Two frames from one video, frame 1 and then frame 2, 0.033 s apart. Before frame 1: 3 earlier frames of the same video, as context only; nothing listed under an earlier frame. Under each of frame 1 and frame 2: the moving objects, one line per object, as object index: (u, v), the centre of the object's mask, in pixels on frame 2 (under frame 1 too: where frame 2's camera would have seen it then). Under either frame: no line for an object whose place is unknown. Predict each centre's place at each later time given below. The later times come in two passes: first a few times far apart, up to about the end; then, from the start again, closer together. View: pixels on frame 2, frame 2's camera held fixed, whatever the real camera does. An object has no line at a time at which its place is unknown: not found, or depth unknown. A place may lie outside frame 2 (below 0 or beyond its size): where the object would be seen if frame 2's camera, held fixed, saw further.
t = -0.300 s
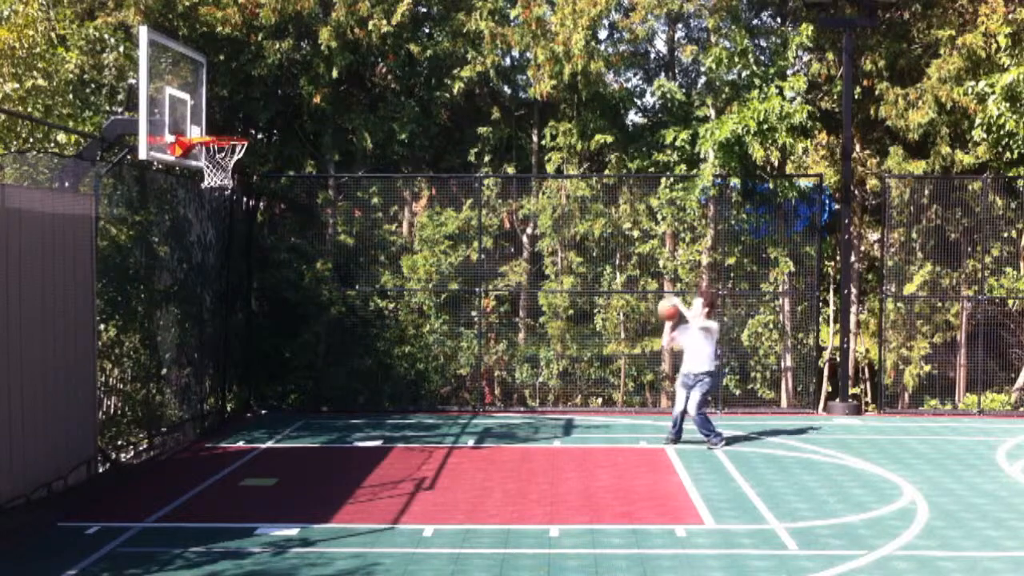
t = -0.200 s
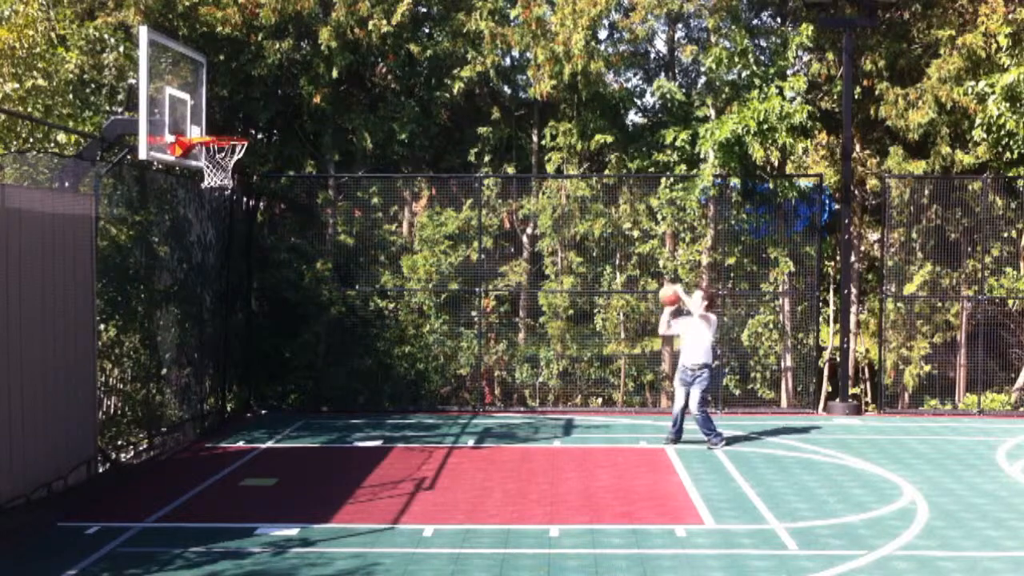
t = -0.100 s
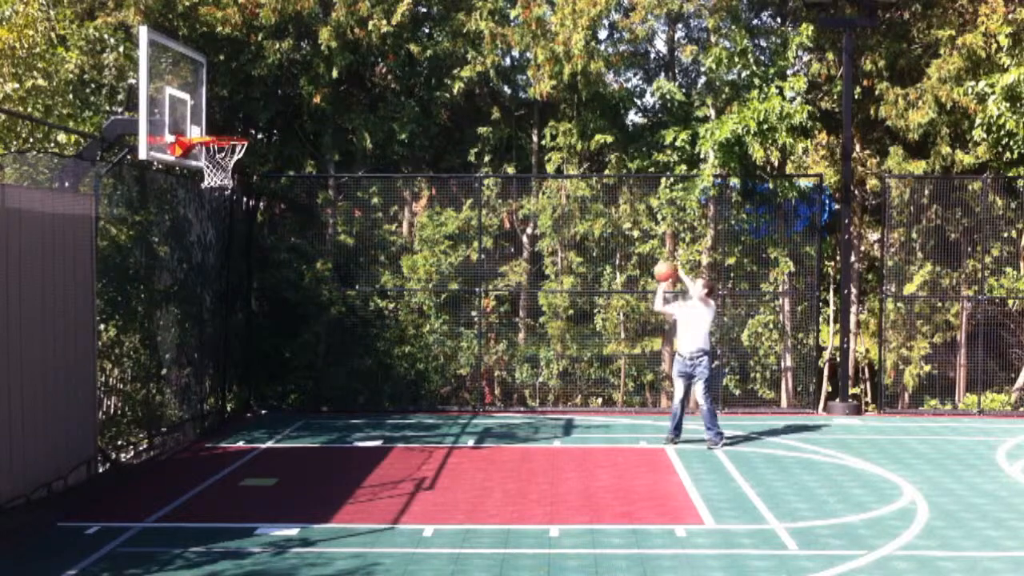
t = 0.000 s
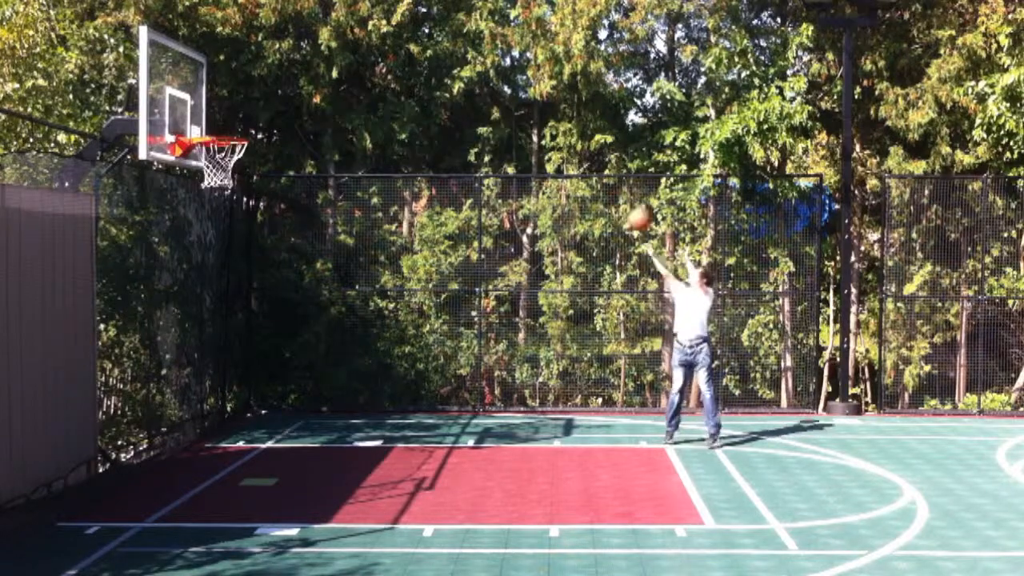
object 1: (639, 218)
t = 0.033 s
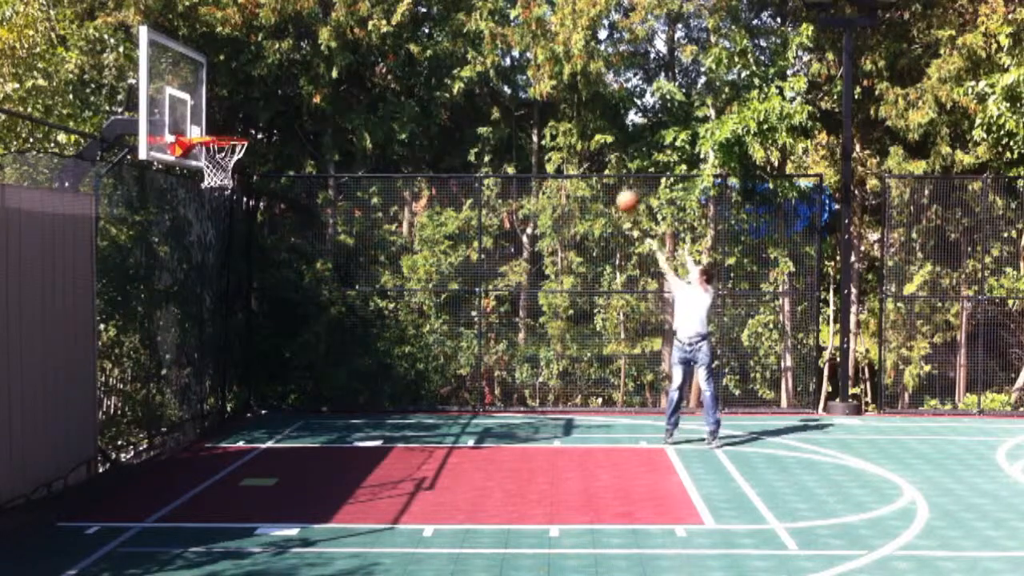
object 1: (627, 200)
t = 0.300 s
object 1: (528, 87)
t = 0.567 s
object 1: (424, 34)
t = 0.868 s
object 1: (298, 63)
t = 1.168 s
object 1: (219, 190)
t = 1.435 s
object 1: (259, 354)
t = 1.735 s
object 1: (313, 357)
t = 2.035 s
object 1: (375, 256)
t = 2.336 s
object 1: (437, 246)
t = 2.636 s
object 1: (490, 322)
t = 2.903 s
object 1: (534, 418)
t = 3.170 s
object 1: (571, 333)
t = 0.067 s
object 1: (615, 182)
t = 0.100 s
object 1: (604, 166)
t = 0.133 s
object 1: (592, 152)
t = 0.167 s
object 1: (579, 137)
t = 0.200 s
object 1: (567, 121)
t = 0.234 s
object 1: (553, 110)
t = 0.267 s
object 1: (546, 99)
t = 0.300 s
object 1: (528, 87)
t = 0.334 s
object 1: (517, 78)
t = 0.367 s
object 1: (502, 67)
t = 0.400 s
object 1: (490, 60)
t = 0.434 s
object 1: (477, 52)
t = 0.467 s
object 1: (464, 46)
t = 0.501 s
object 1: (452, 41)
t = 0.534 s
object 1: (439, 37)
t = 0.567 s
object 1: (424, 34)
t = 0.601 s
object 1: (411, 33)
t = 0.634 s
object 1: (398, 31)
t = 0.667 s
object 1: (384, 34)
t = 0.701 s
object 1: (370, 34)
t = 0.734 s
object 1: (357, 38)
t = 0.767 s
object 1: (342, 40)
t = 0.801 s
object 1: (326, 46)
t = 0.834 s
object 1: (311, 53)
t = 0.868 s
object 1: (298, 63)
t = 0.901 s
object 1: (282, 71)
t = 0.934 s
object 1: (268, 82)
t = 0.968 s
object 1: (253, 93)
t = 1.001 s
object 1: (240, 109)
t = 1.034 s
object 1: (223, 124)
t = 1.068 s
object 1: (209, 132)
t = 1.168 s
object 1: (219, 190)
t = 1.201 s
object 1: (227, 200)
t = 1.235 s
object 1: (230, 222)
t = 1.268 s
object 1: (235, 243)
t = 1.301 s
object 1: (240, 264)
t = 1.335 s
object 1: (243, 286)
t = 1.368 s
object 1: (246, 308)
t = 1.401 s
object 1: (253, 333)
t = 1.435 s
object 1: (259, 354)
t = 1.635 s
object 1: (291, 407)
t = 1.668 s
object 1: (300, 387)
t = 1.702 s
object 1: (304, 373)
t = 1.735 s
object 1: (313, 357)
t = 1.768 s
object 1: (320, 341)
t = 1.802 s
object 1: (327, 327)
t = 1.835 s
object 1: (334, 311)
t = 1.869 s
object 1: (341, 300)
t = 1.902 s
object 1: (348, 289)
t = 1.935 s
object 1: (356, 279)
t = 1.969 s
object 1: (361, 270)
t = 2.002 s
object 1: (368, 262)
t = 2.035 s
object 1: (375, 256)
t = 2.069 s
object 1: (383, 250)
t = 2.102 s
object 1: (390, 246)
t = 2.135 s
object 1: (396, 243)
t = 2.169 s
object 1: (403, 241)
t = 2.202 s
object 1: (409, 240)
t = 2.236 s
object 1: (416, 240)
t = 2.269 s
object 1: (423, 241)
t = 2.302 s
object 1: (429, 242)
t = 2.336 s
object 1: (437, 246)
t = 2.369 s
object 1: (442, 250)
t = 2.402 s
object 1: (449, 256)
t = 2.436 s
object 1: (452, 263)
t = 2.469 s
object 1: (461, 270)
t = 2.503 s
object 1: (466, 278)
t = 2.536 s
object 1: (471, 286)
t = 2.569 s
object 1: (477, 297)
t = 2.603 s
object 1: (484, 309)
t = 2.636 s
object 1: (490, 322)
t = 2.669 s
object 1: (495, 335)
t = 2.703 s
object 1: (501, 349)
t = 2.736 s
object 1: (507, 366)
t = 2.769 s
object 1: (512, 381)
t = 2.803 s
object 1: (517, 399)
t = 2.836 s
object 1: (524, 418)
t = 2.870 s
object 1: (528, 433)
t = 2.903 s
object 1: (534, 418)
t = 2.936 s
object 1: (538, 402)
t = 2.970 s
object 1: (544, 390)
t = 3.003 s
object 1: (547, 379)
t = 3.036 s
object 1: (553, 367)
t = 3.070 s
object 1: (556, 356)
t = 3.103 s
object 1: (562, 348)
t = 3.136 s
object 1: (567, 339)
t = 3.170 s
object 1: (571, 333)
